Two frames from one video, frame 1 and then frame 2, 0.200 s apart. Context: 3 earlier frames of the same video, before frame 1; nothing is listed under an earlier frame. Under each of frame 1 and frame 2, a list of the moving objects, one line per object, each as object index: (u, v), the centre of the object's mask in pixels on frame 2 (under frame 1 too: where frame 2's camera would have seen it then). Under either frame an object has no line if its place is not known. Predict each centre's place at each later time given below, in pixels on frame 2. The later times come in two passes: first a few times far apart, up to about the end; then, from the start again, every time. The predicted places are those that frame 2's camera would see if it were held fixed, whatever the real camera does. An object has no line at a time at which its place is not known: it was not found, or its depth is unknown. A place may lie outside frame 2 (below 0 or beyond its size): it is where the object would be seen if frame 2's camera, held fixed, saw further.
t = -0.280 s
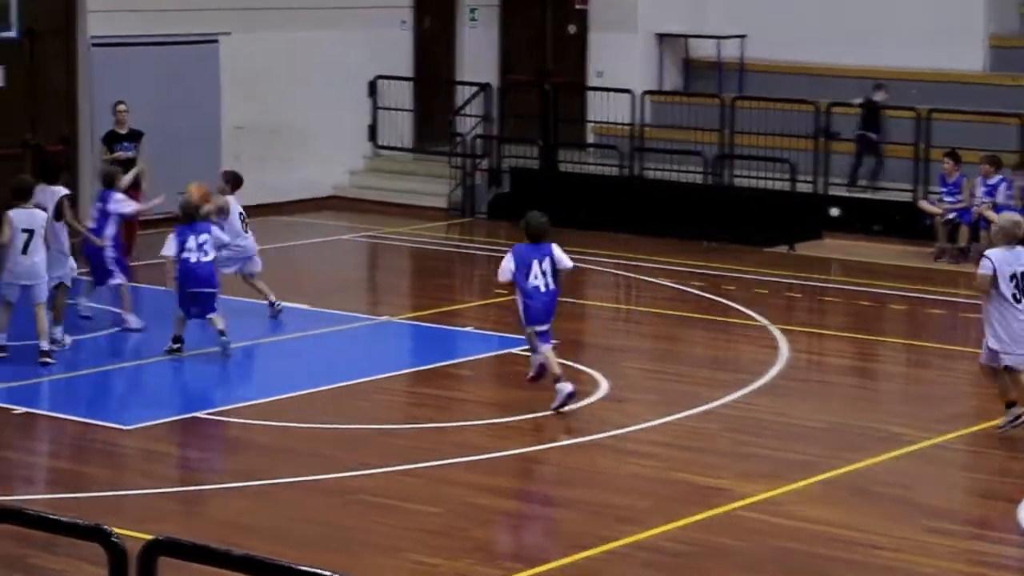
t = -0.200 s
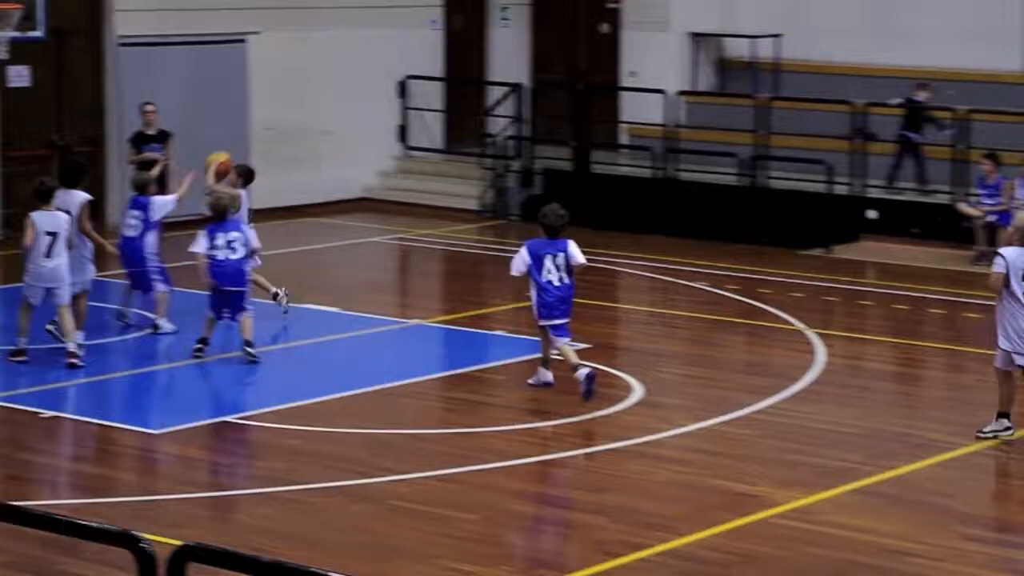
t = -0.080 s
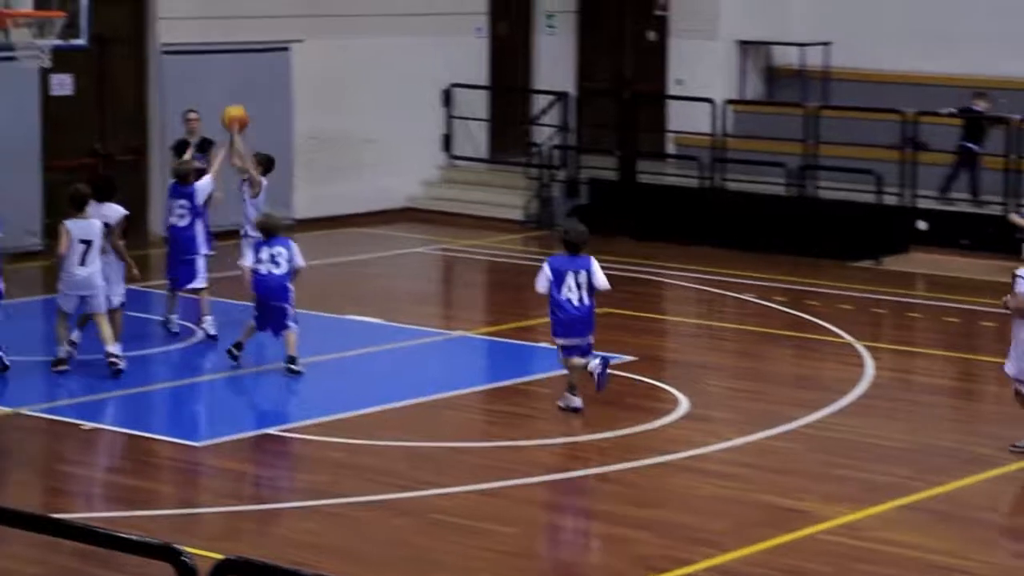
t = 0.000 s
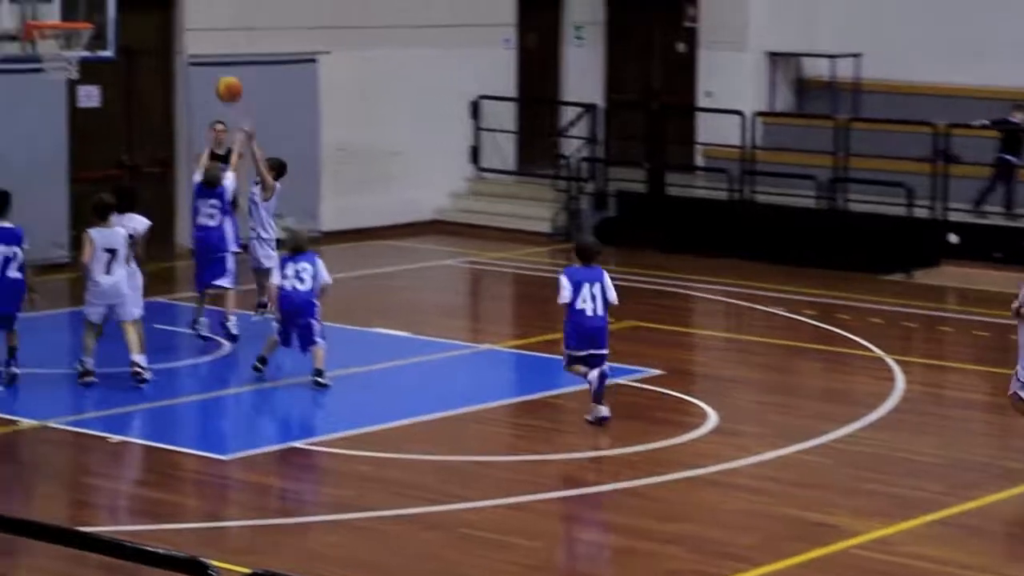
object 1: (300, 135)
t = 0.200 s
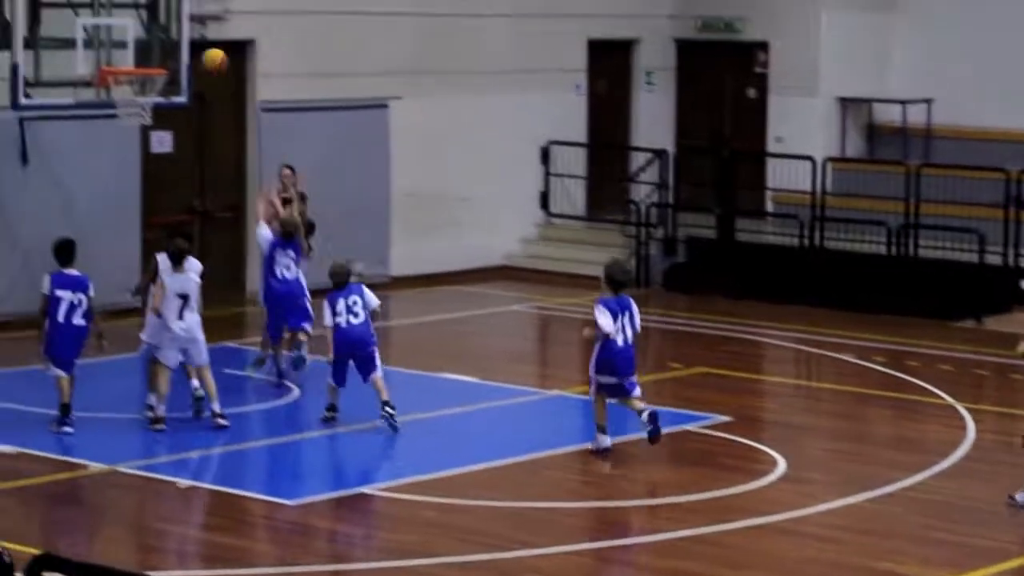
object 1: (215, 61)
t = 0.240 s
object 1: (197, 51)
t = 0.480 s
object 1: (137, 39)
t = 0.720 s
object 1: (135, 42)
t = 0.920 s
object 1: (122, 48)
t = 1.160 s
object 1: (128, 40)
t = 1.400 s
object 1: (140, 81)
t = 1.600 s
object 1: (143, 131)
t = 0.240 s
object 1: (197, 51)
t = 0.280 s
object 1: (180, 45)
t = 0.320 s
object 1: (163, 38)
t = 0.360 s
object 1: (145, 36)
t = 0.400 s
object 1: (134, 34)
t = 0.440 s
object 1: (135, 36)
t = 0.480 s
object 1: (137, 39)
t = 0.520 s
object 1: (138, 44)
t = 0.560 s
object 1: (140, 50)
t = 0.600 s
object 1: (144, 59)
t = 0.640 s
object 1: (141, 54)
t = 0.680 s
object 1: (138, 46)
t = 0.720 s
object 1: (135, 42)
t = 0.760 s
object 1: (133, 40)
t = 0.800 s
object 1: (130, 39)
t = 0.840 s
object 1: (127, 40)
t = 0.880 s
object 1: (125, 43)
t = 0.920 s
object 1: (122, 48)
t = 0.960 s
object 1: (119, 54)
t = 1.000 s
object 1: (120, 52)
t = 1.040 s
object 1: (122, 47)
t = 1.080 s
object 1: (124, 42)
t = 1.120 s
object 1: (126, 40)
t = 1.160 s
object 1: (128, 40)
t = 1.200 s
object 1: (130, 41)
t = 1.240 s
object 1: (132, 46)
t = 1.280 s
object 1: (134, 51)
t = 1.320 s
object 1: (136, 57)
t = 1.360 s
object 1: (138, 63)
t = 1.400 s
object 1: (140, 81)
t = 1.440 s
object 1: (142, 93)
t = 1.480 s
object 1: (145, 101)
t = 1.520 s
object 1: (144, 109)
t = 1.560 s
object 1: (142, 120)
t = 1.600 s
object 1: (143, 131)
